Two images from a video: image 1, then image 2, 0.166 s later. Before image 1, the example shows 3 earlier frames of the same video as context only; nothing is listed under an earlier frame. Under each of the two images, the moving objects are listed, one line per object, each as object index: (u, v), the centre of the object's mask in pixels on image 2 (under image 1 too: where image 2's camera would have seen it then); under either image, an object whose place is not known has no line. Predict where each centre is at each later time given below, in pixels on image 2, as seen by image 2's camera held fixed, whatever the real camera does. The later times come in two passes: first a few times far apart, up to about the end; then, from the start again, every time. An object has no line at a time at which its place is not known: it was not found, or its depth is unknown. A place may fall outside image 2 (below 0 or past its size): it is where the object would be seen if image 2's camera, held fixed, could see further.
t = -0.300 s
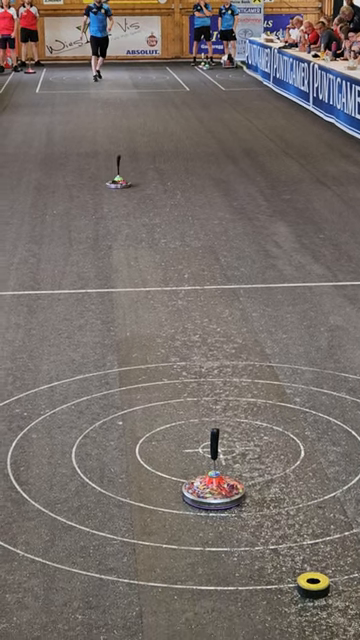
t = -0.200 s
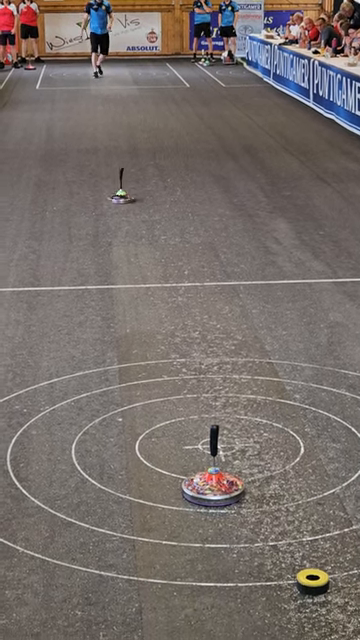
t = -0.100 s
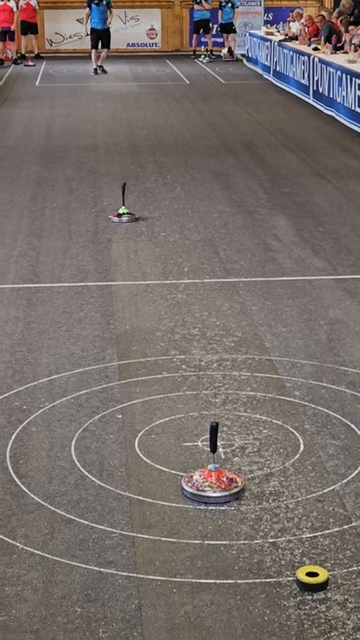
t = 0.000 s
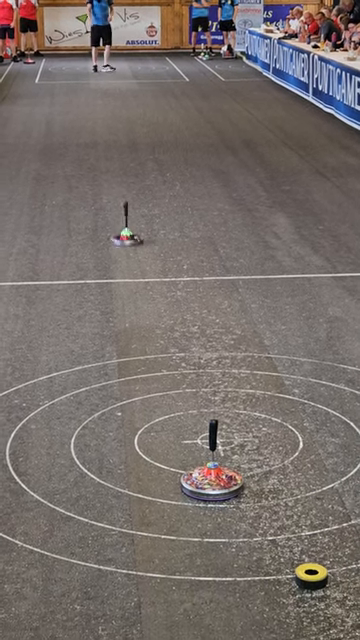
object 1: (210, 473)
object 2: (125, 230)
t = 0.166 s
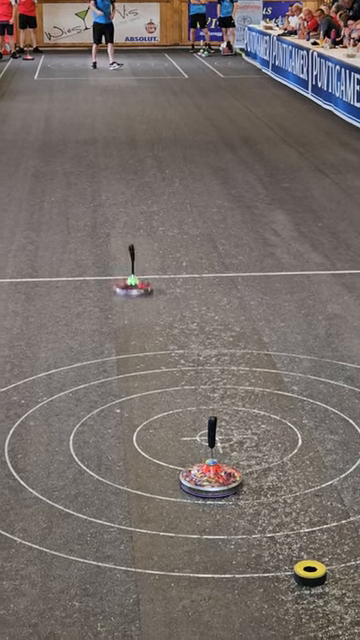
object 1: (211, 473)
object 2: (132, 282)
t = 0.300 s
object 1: (211, 473)
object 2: (140, 336)
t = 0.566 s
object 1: (245, 491)
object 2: (128, 494)
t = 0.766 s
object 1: (352, 530)
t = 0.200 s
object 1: (211, 473)
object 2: (134, 295)
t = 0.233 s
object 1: (211, 473)
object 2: (136, 307)
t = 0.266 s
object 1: (211, 474)
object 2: (138, 321)
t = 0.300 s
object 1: (211, 473)
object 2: (140, 336)
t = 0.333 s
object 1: (211, 473)
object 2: (143, 353)
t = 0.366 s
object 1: (210, 474)
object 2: (145, 370)
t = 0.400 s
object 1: (211, 473)
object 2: (148, 389)
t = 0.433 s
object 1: (211, 473)
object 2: (151, 409)
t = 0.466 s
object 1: (211, 473)
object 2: (154, 429)
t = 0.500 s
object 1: (210, 473)
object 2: (157, 454)
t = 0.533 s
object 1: (225, 484)
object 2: (146, 474)
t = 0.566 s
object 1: (245, 491)
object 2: (128, 494)
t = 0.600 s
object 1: (264, 498)
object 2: (111, 515)
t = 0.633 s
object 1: (283, 505)
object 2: (92, 538)
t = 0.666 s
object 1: (301, 511)
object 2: (70, 563)
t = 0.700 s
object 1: (320, 517)
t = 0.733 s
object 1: (339, 524)
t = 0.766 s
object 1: (352, 530)
